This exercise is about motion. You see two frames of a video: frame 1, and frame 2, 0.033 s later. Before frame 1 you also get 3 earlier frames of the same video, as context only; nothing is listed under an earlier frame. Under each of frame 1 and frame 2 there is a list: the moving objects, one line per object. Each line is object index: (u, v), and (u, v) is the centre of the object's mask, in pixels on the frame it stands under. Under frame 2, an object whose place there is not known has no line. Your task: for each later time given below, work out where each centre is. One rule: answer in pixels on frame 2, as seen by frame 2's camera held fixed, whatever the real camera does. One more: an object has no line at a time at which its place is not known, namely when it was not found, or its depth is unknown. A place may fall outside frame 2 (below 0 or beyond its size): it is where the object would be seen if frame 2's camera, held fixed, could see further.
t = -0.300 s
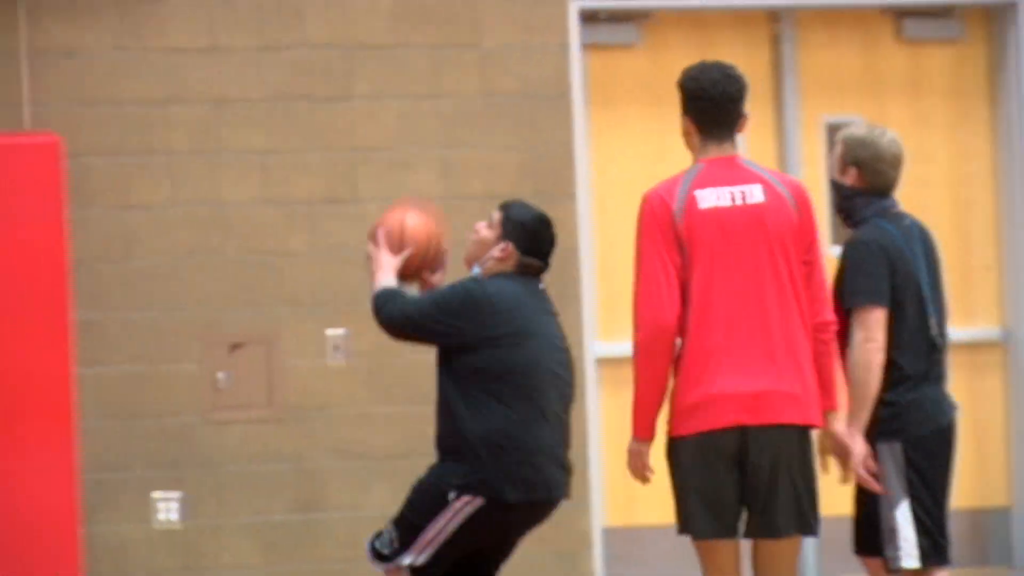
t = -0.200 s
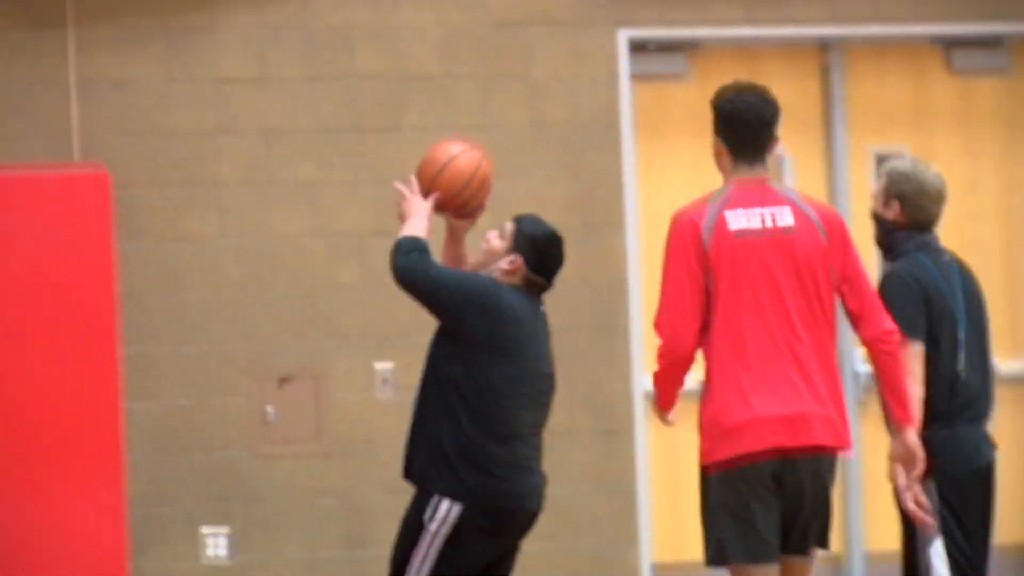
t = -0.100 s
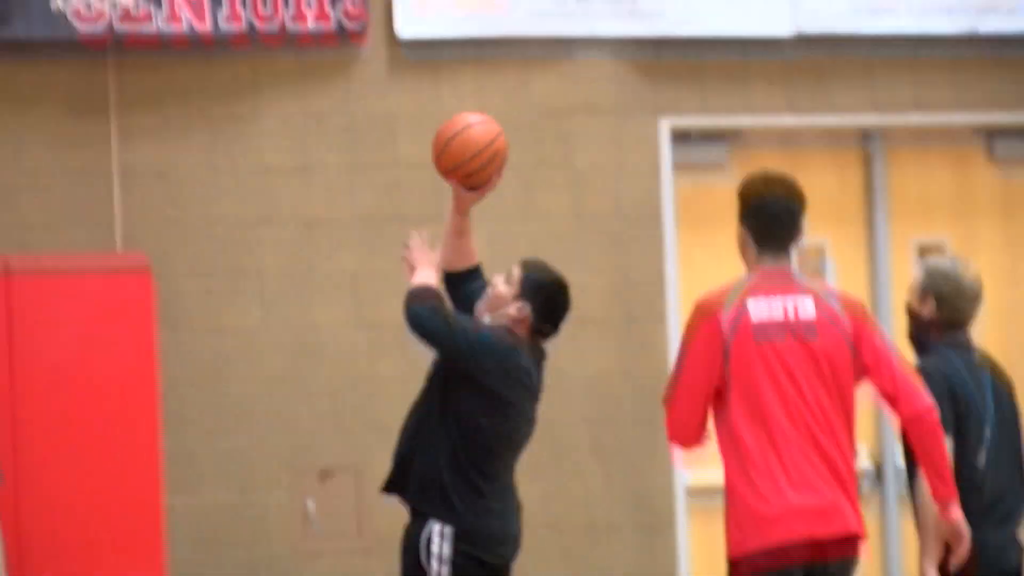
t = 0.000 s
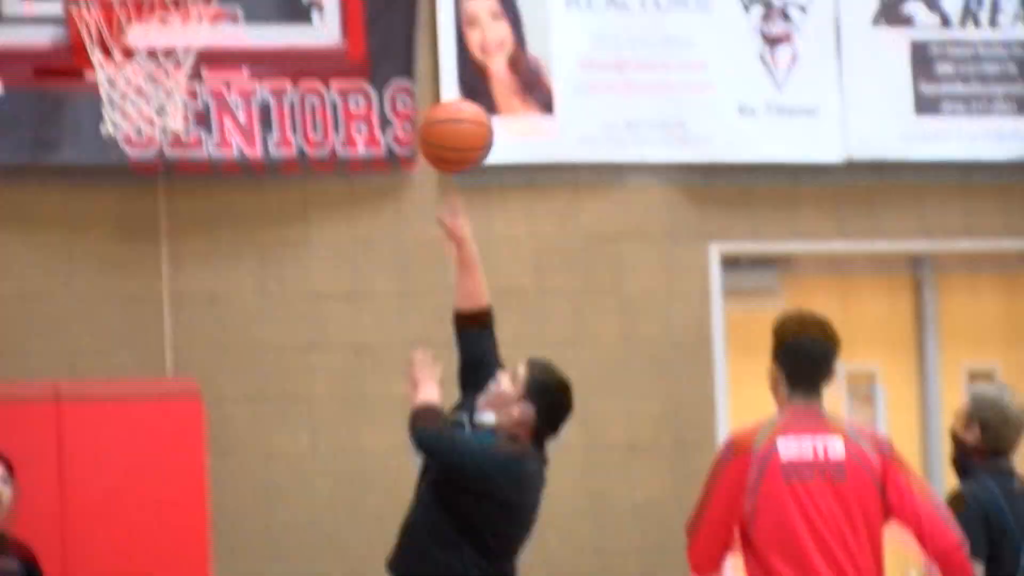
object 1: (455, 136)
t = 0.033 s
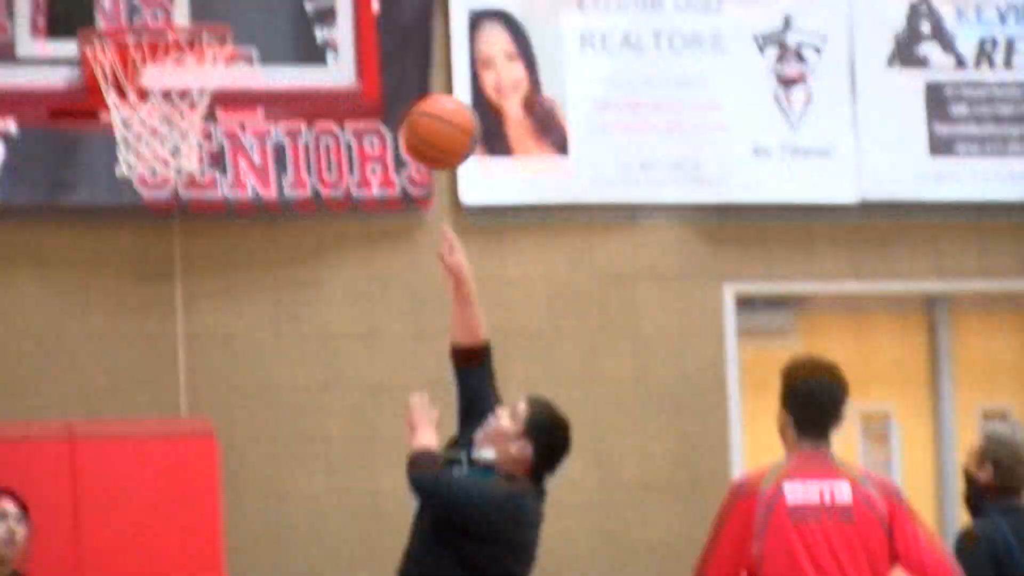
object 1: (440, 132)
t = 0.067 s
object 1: (412, 90)
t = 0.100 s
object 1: (385, 52)
